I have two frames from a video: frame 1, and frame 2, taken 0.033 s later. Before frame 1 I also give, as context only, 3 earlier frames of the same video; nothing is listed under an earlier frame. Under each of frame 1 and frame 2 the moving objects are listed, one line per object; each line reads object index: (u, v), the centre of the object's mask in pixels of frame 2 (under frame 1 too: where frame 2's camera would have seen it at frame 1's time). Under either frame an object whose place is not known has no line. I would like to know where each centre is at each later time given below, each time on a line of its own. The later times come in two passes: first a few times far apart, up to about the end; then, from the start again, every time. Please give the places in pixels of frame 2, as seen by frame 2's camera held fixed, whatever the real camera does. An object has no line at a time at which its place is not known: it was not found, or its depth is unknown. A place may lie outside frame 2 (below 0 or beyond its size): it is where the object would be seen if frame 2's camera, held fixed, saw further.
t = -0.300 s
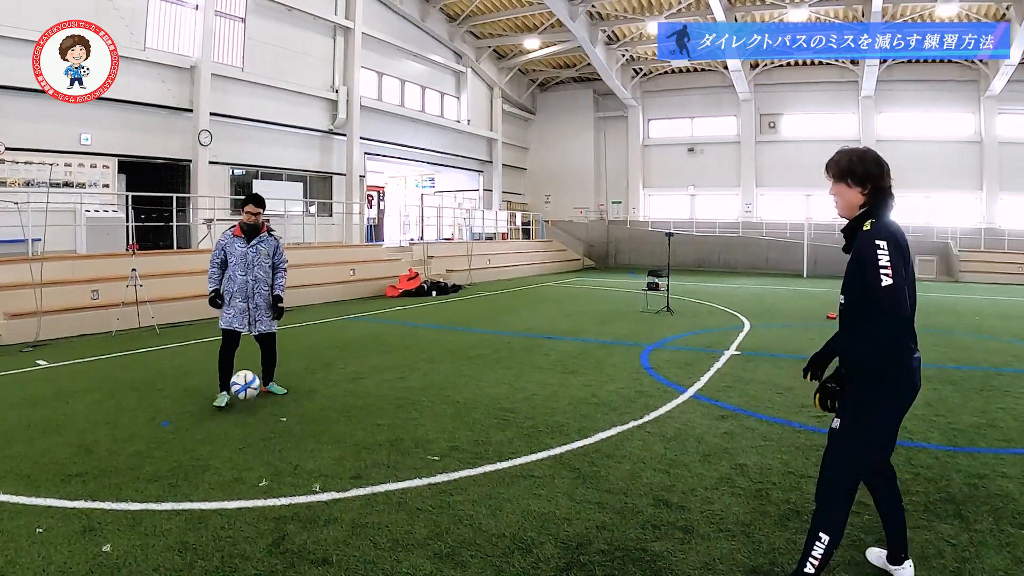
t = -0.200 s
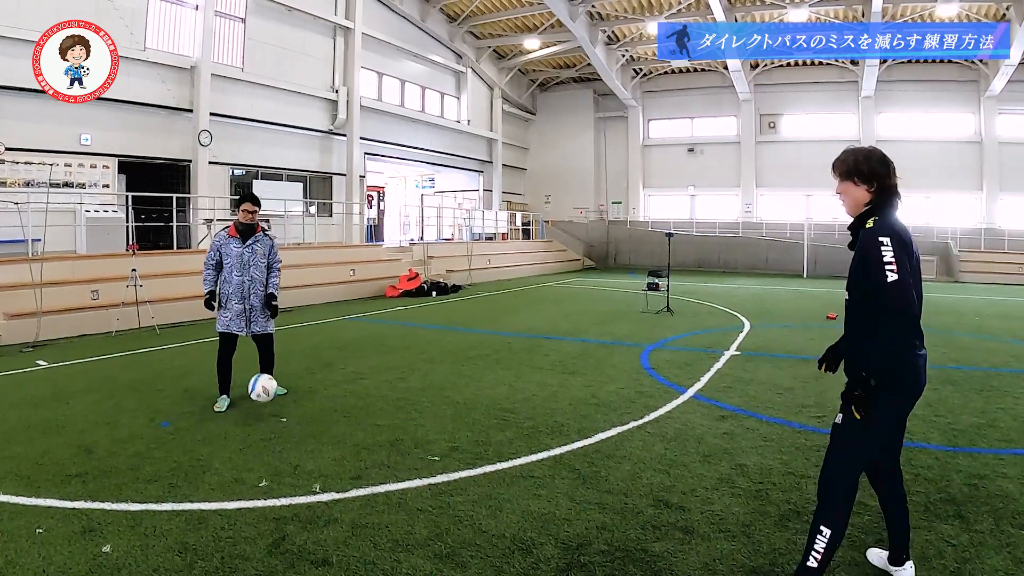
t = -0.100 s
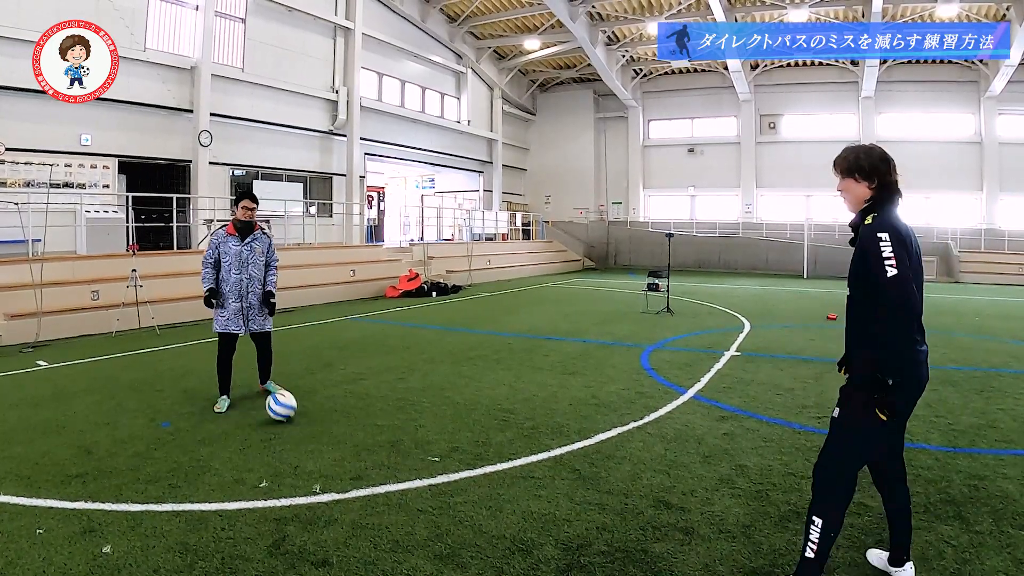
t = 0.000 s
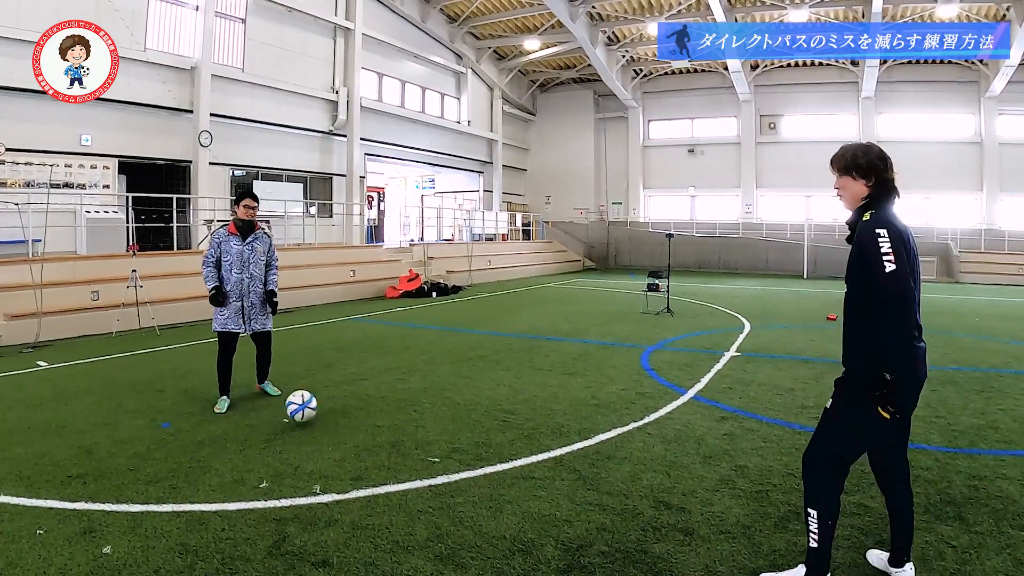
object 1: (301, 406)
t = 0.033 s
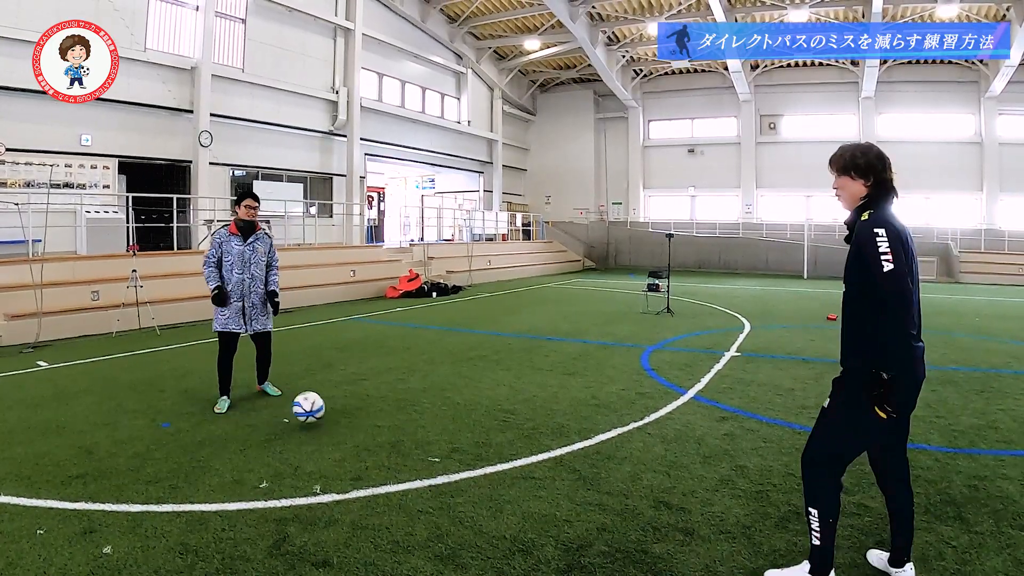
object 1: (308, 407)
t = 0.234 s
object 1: (351, 421)
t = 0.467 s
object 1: (403, 433)
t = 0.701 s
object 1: (455, 444)
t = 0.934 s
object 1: (511, 456)
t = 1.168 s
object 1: (567, 468)
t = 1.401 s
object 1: (626, 480)
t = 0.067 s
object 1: (316, 410)
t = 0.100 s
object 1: (323, 414)
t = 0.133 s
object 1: (331, 417)
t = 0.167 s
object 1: (337, 417)
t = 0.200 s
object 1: (344, 418)
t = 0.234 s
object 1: (351, 421)
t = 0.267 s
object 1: (358, 424)
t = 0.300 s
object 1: (365, 424)
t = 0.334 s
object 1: (372, 426)
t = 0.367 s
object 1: (380, 429)
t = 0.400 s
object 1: (387, 430)
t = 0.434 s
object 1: (394, 431)
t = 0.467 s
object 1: (403, 433)
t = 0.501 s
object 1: (410, 435)
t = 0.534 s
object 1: (418, 436)
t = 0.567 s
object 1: (425, 438)
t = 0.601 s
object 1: (432, 440)
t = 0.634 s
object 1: (440, 441)
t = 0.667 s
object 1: (448, 442)
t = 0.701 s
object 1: (455, 444)
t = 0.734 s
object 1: (463, 445)
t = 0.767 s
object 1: (471, 447)
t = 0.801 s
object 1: (479, 448)
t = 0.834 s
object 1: (487, 450)
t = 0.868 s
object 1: (495, 452)
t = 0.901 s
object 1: (503, 453)
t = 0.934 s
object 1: (511, 456)
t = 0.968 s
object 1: (519, 457)
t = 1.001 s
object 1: (526, 459)
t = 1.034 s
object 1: (534, 461)
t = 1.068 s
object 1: (542, 463)
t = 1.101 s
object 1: (550, 464)
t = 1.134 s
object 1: (558, 466)
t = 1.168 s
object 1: (567, 468)
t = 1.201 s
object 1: (575, 470)
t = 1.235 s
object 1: (583, 471)
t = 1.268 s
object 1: (592, 473)
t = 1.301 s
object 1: (601, 475)
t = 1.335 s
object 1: (609, 477)
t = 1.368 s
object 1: (617, 478)
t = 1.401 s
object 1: (626, 480)
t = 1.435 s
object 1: (634, 481)
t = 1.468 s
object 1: (642, 484)
